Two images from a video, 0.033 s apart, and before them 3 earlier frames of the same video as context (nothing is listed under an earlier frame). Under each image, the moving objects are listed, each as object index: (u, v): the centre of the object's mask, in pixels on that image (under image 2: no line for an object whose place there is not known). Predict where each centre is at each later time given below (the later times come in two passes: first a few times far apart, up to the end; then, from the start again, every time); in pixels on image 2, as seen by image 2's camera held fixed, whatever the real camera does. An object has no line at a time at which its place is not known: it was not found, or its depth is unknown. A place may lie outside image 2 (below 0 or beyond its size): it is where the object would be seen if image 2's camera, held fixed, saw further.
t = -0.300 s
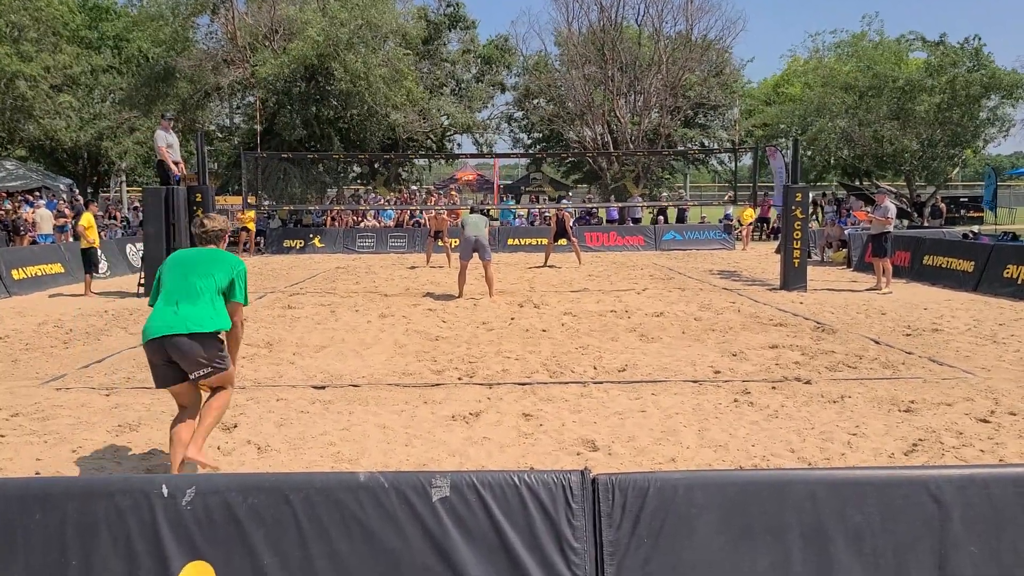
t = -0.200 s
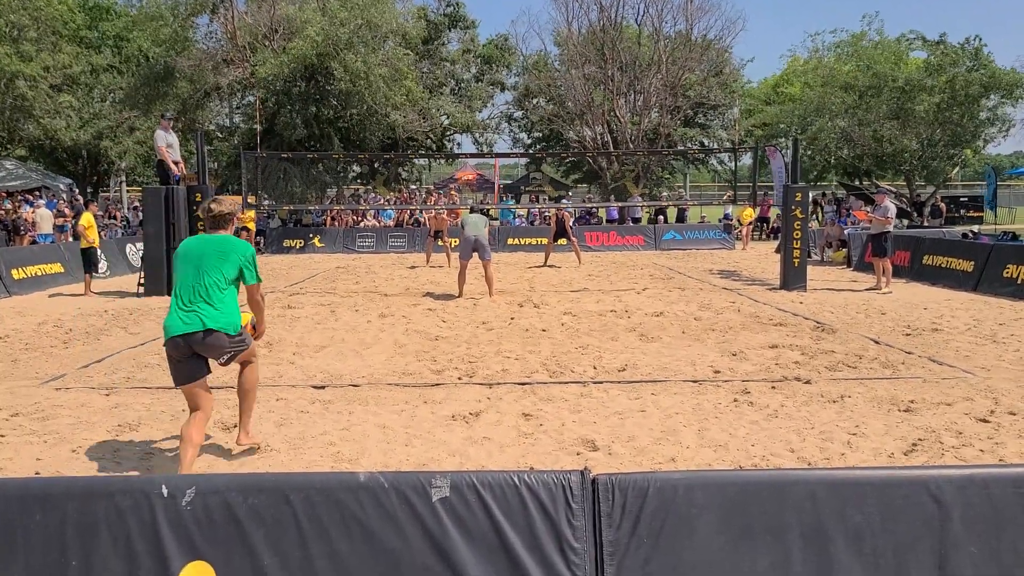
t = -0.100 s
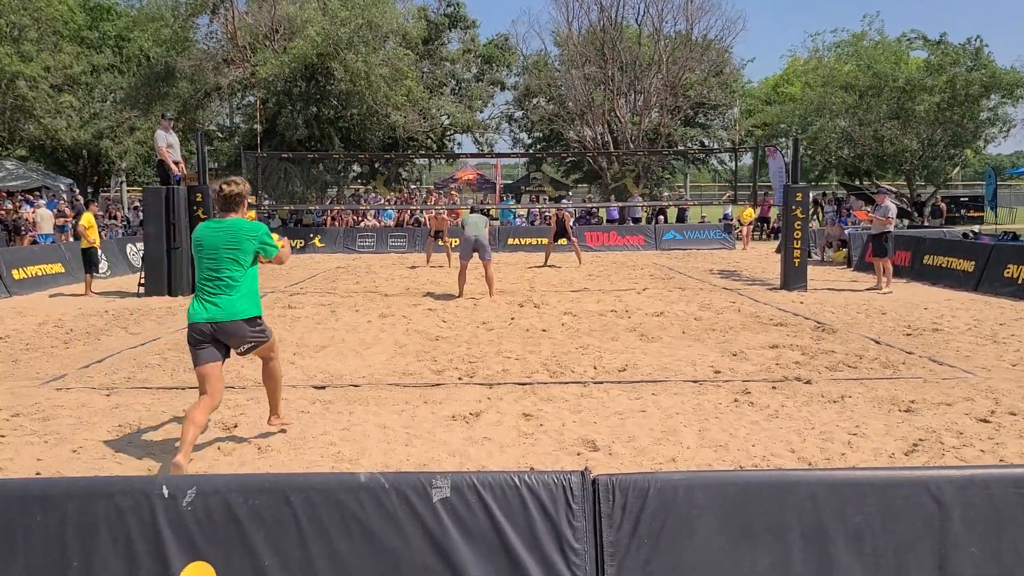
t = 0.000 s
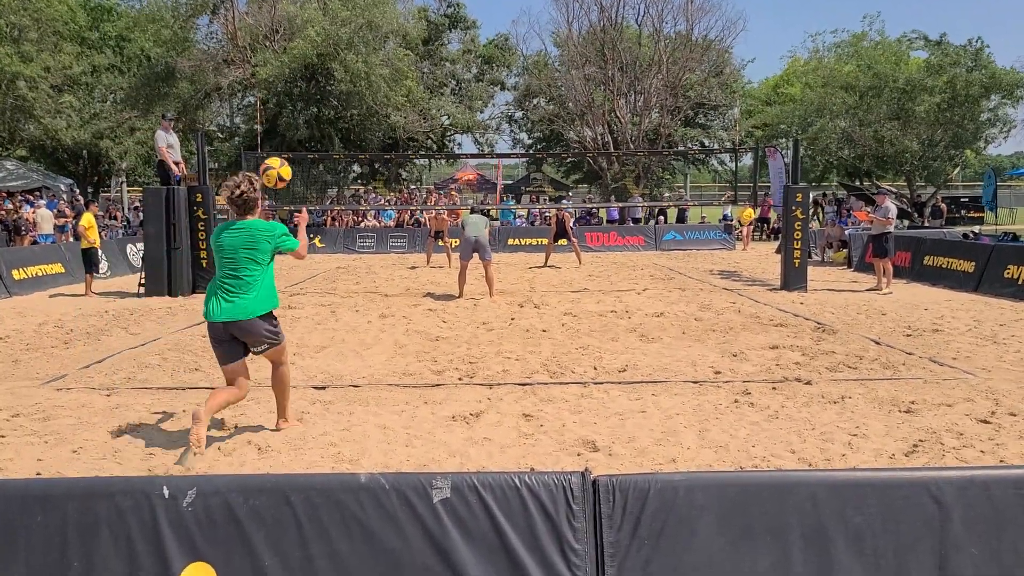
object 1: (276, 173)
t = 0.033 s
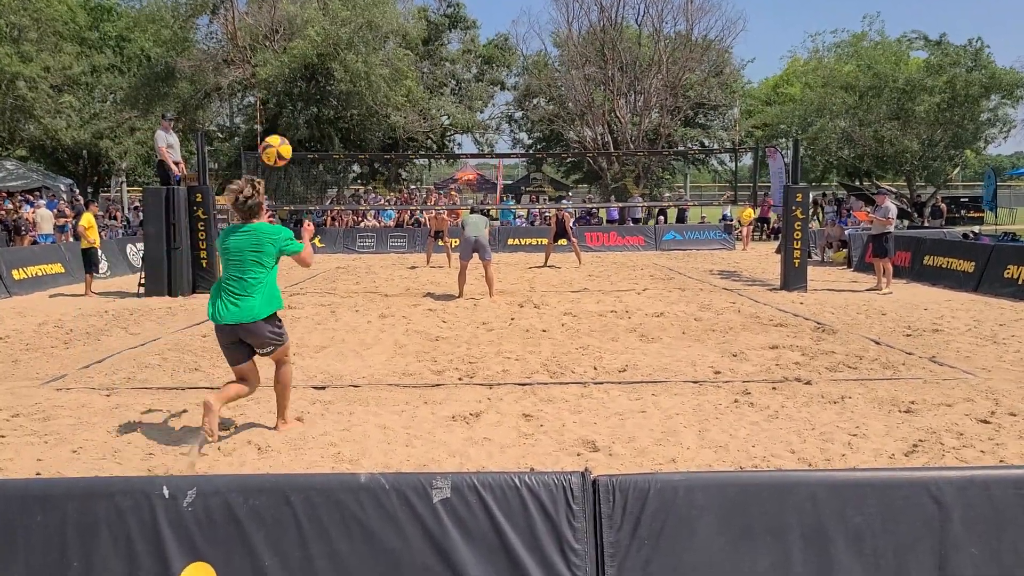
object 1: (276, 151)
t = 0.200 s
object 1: (278, 67)
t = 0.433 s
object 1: (282, 20)
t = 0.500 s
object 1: (283, 20)
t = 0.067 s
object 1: (276, 130)
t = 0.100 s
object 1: (277, 112)
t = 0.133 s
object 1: (277, 95)
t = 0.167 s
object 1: (278, 80)
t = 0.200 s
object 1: (278, 67)
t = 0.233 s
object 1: (279, 55)
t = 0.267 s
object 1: (279, 45)
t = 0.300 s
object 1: (280, 37)
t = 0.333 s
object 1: (280, 31)
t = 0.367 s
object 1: (281, 25)
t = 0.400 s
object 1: (282, 22)
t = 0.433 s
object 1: (282, 20)
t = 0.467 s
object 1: (282, 19)
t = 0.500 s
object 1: (283, 20)
